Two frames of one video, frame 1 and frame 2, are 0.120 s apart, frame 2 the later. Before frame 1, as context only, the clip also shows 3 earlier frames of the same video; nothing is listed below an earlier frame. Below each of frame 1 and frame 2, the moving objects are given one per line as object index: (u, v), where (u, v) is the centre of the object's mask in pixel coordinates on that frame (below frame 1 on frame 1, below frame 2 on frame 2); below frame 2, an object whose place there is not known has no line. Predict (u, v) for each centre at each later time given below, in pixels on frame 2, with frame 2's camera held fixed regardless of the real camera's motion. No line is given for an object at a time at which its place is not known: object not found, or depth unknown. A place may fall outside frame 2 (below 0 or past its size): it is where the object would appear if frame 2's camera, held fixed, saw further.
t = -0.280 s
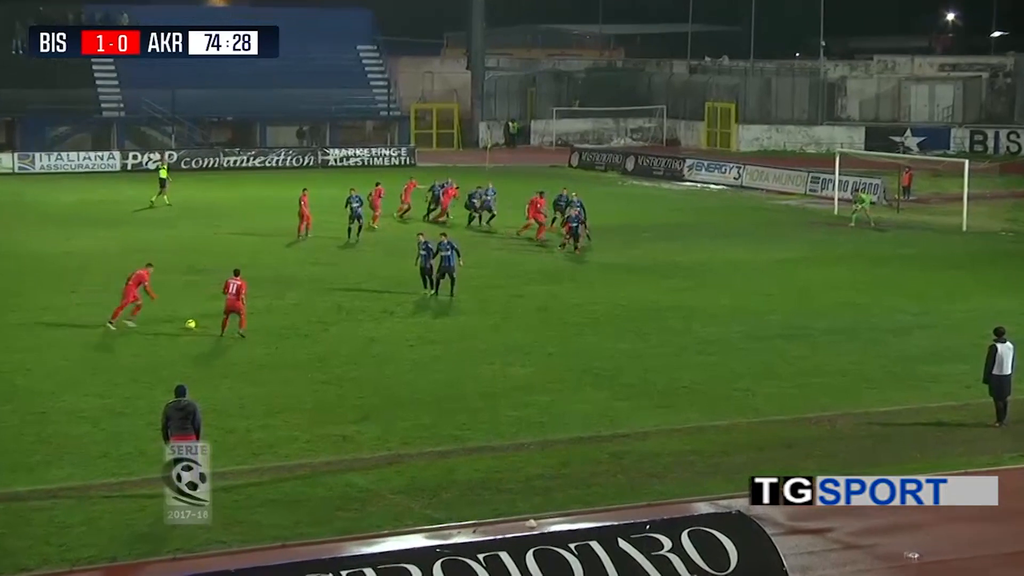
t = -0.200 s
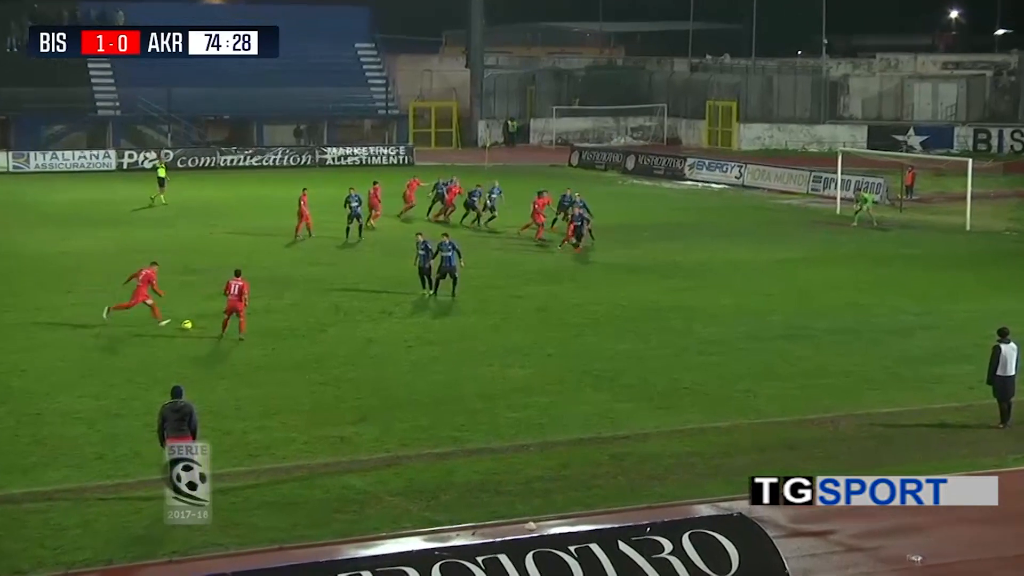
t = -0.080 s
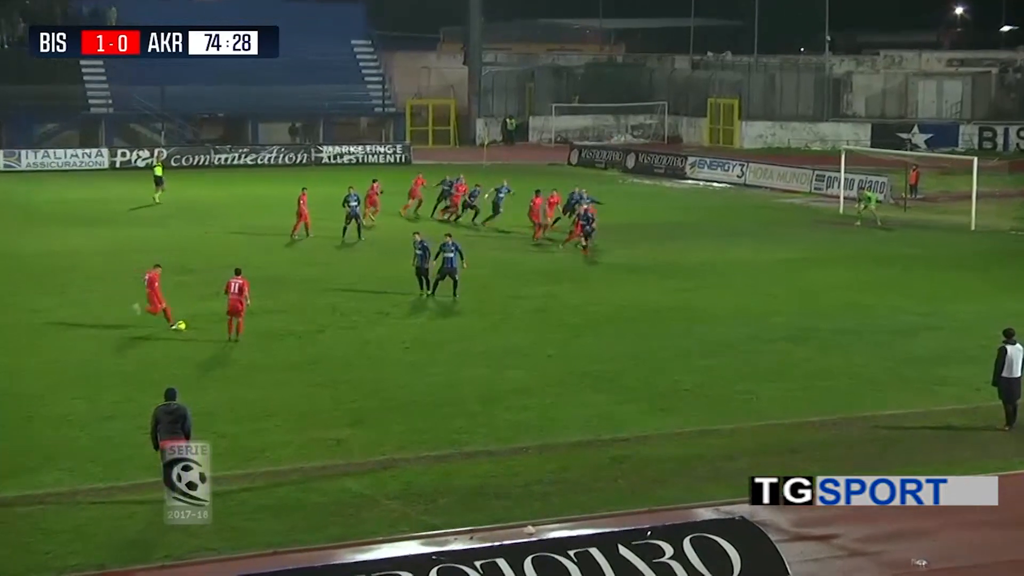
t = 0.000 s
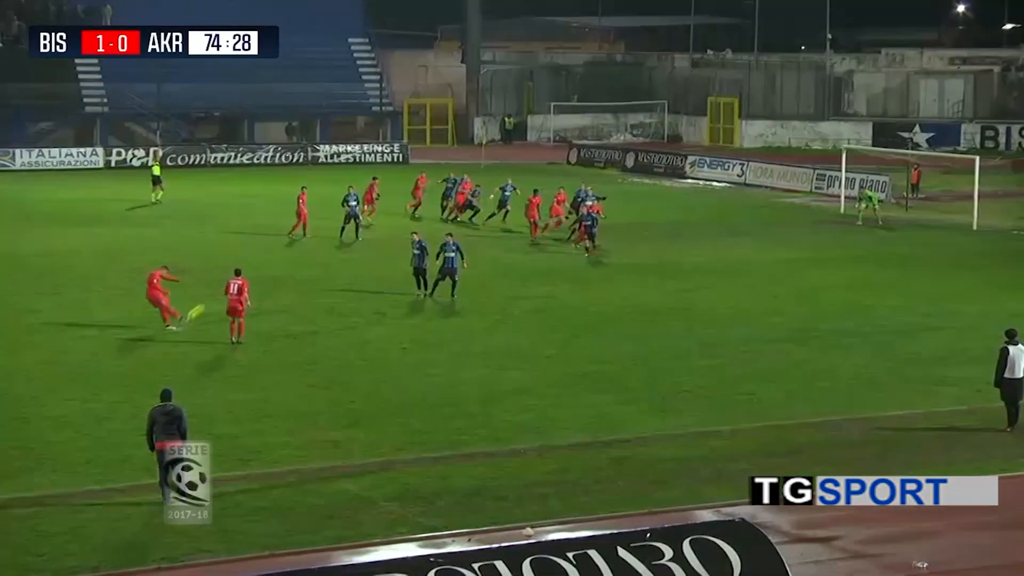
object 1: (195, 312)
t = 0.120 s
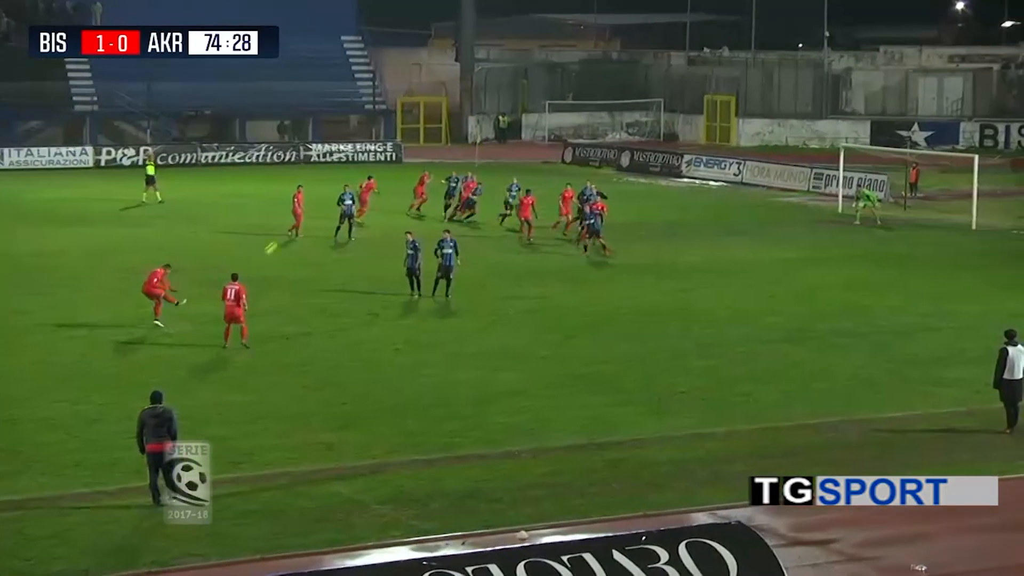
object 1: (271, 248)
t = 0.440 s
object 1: (421, 125)
